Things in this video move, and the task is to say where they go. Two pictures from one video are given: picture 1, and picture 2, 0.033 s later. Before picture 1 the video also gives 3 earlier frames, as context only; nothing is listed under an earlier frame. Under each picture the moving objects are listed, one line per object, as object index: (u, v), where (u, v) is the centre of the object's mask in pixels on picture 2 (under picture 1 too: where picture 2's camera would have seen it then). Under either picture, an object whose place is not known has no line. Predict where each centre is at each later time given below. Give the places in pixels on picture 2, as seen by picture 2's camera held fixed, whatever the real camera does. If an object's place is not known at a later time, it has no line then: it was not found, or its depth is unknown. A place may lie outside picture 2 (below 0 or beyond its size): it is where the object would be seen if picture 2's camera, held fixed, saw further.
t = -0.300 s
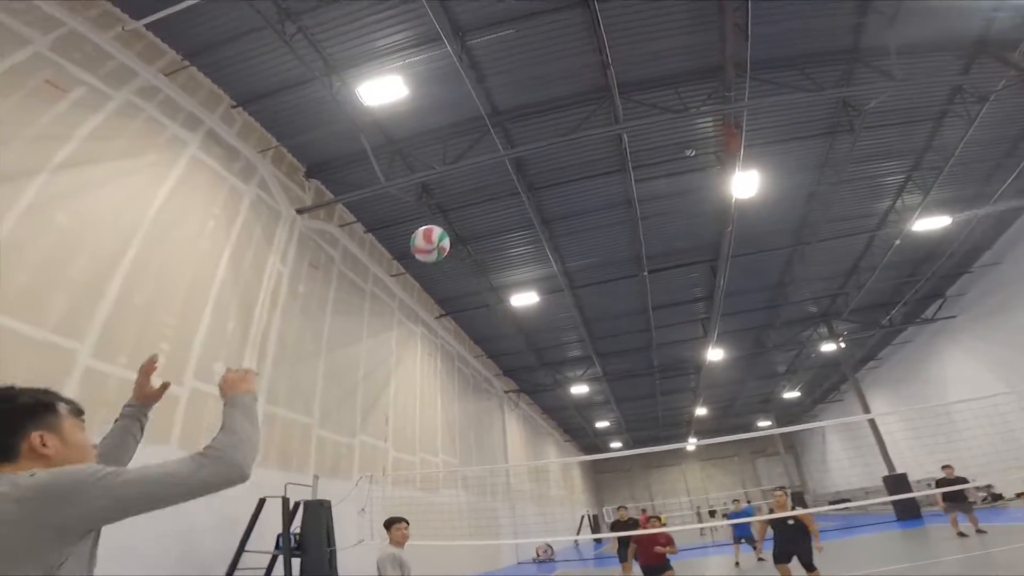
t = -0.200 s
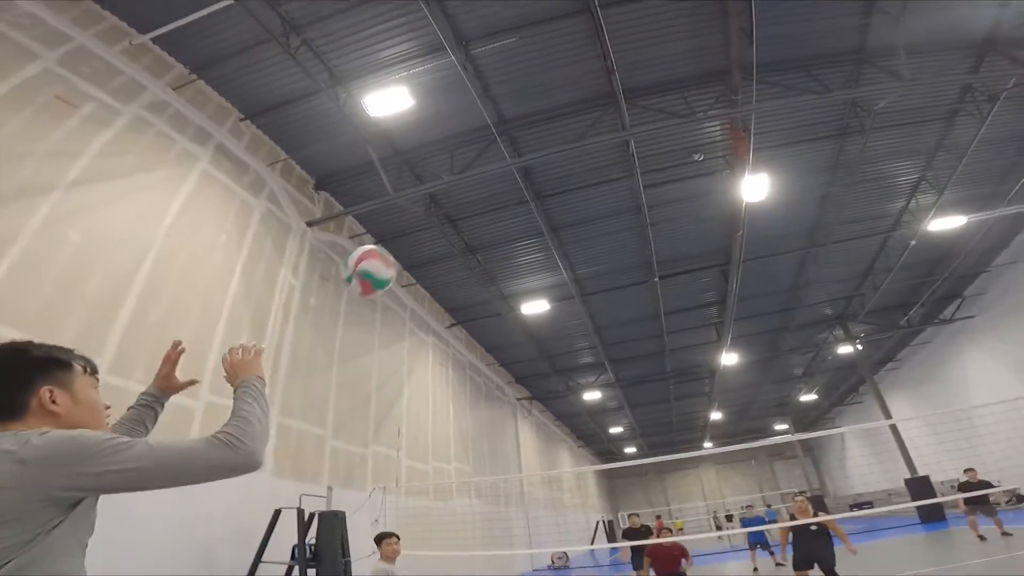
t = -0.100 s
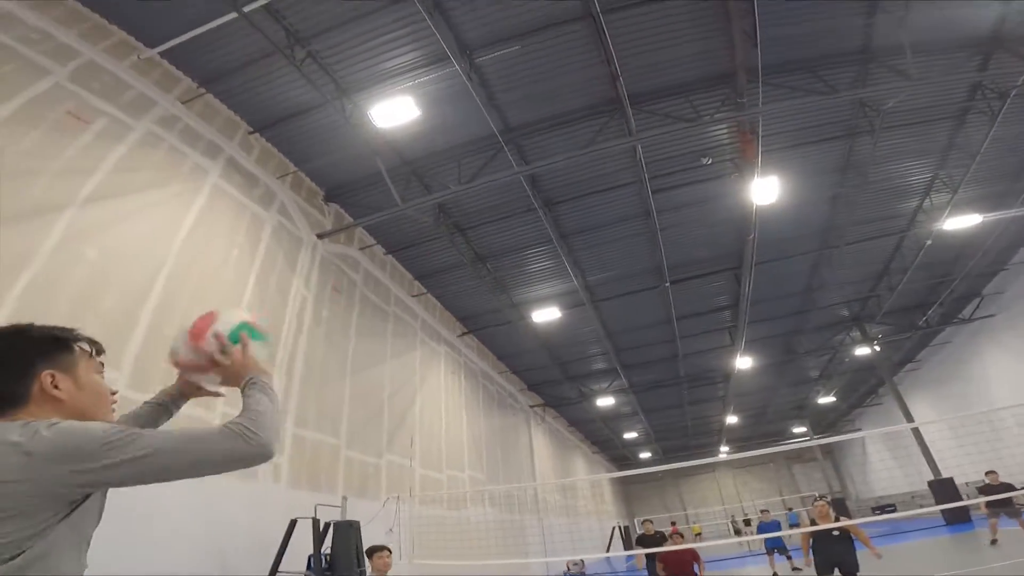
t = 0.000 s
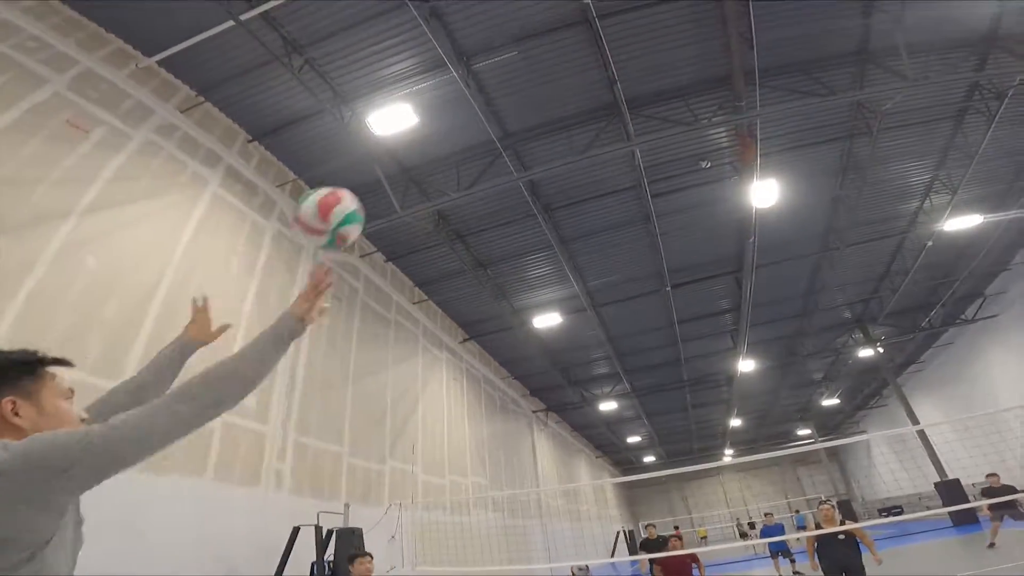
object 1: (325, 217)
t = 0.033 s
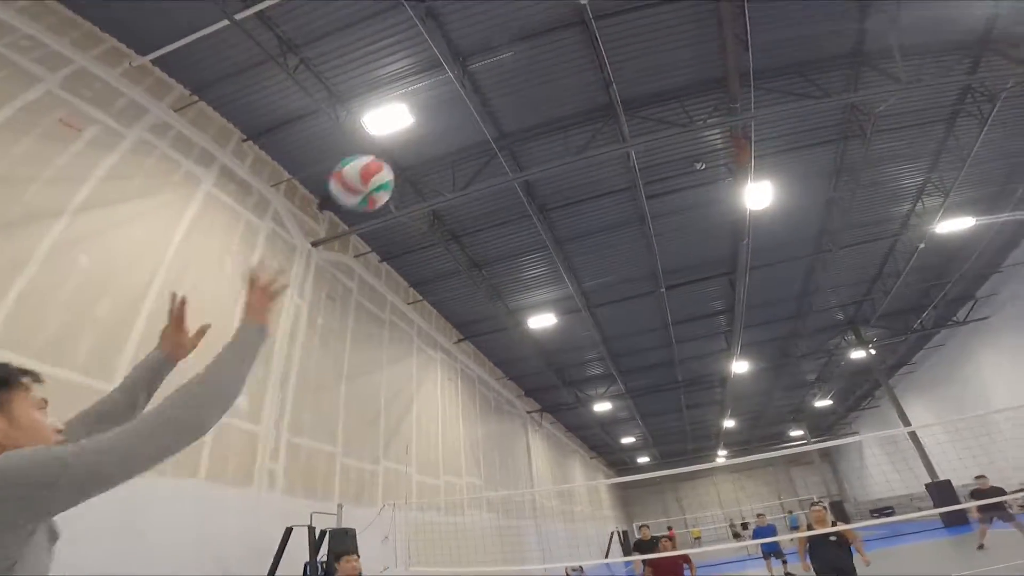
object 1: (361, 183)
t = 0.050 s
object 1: (379, 169)
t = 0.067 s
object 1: (395, 157)
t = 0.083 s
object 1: (410, 148)
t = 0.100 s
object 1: (426, 139)
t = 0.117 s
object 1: (438, 132)
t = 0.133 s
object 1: (448, 125)
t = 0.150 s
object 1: (459, 121)
